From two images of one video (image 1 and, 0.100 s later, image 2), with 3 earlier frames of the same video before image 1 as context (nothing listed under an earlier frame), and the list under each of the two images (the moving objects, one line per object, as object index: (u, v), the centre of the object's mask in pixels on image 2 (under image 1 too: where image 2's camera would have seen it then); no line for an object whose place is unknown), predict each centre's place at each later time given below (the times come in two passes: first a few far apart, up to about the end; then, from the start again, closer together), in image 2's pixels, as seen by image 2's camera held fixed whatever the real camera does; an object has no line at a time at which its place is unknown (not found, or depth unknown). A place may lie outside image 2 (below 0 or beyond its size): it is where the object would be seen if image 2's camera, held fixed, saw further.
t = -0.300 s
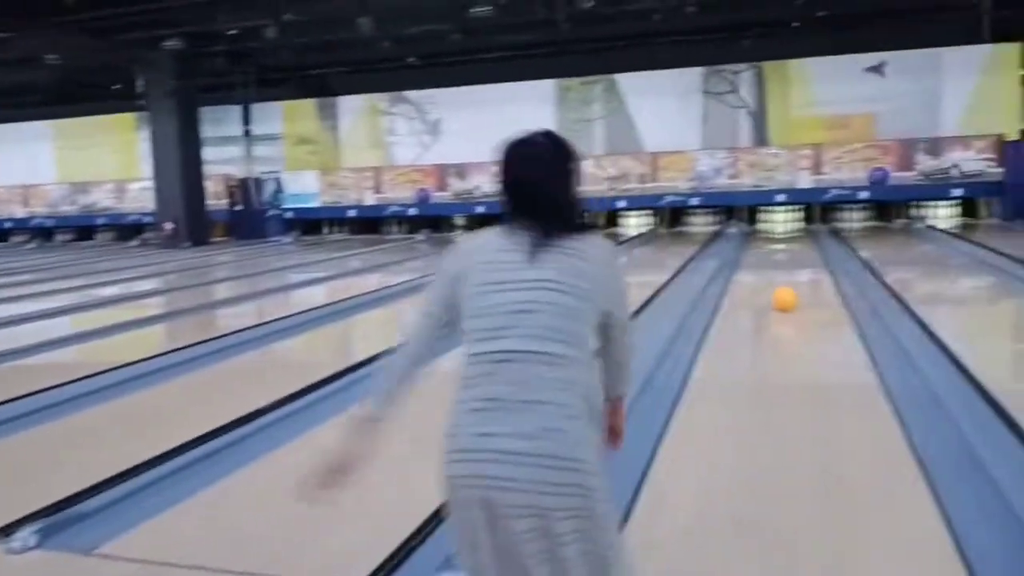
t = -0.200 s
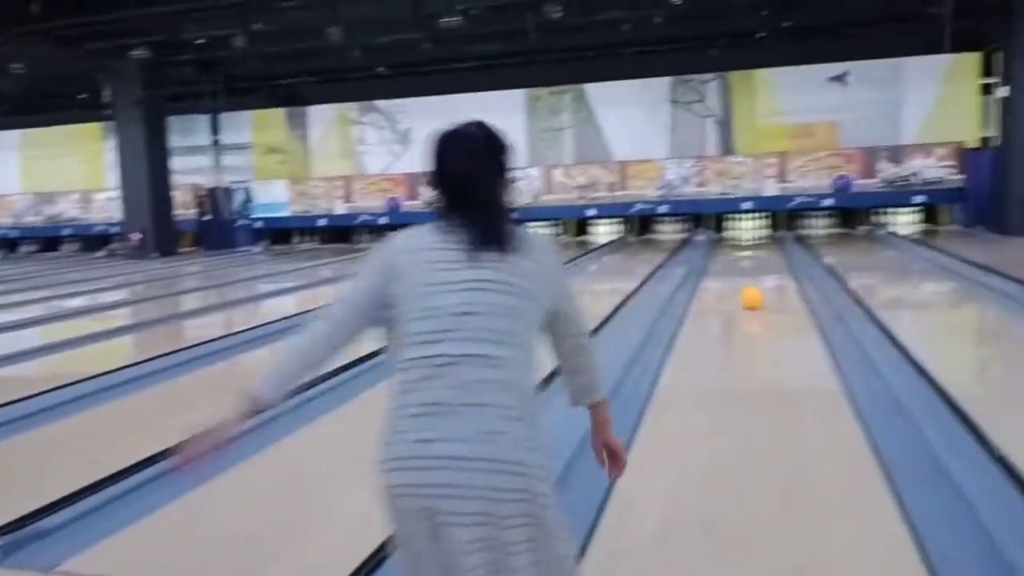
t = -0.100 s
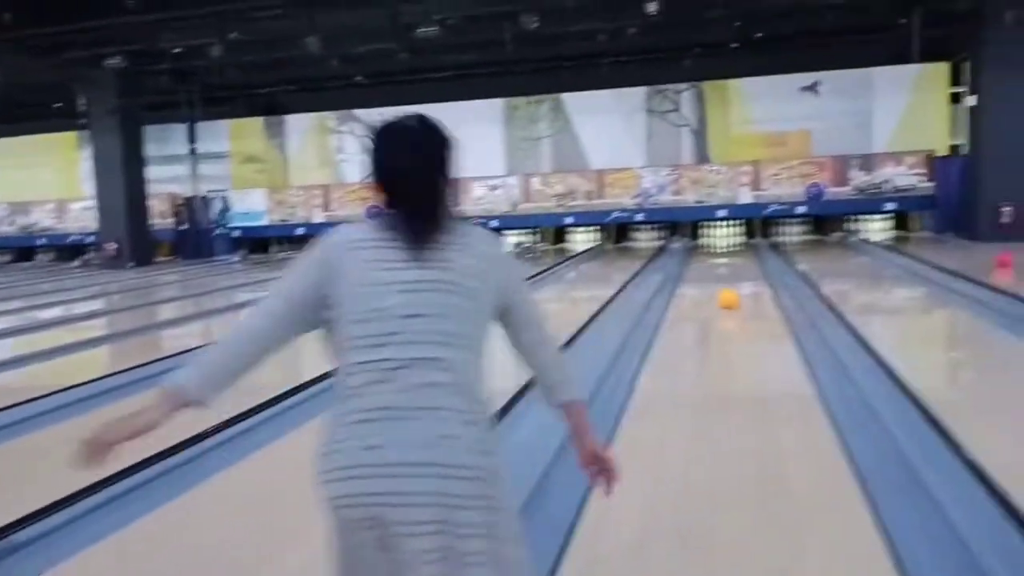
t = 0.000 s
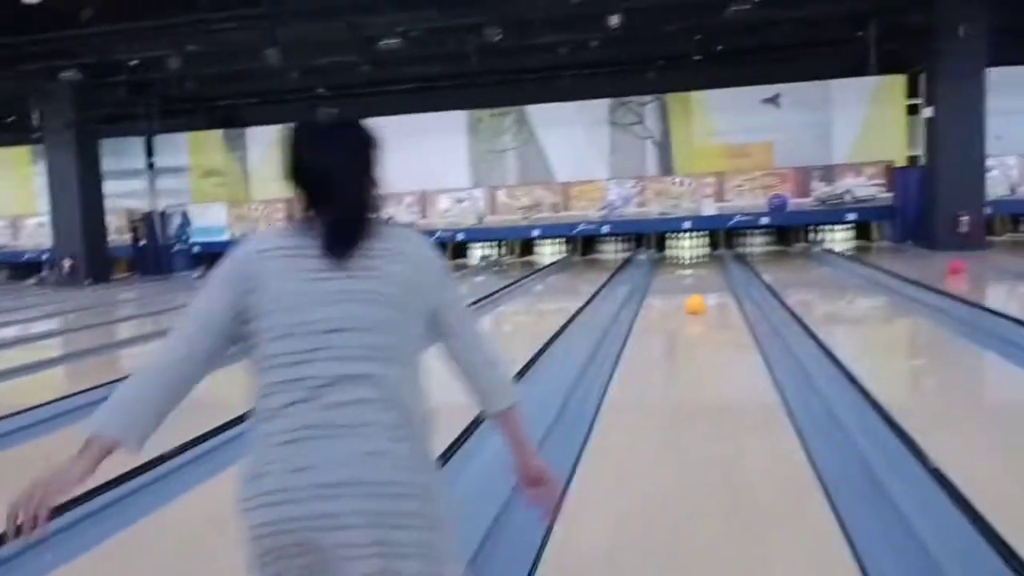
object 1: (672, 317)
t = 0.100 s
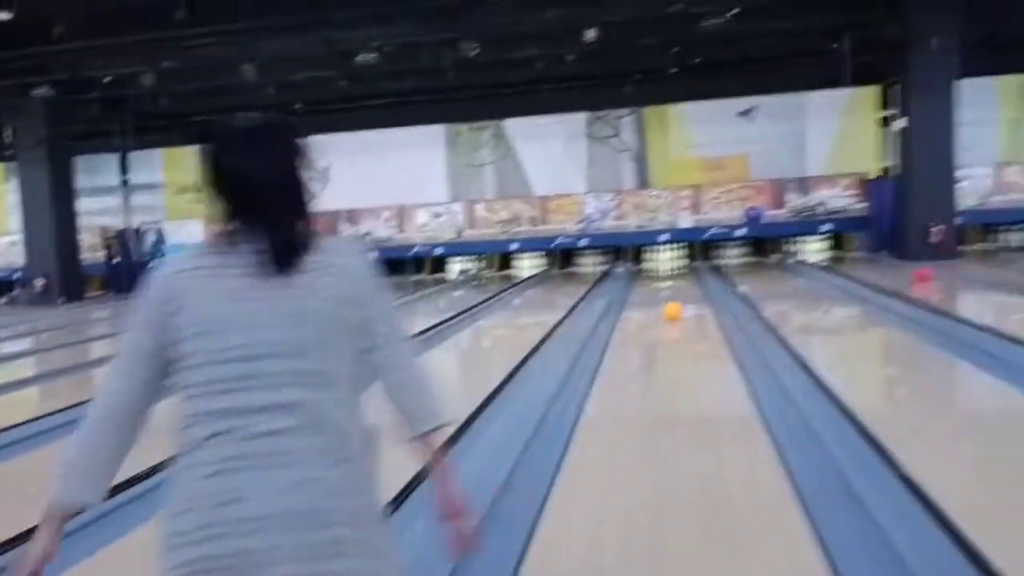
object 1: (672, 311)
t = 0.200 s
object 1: (673, 307)
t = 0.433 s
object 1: (672, 299)
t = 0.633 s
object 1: (674, 291)
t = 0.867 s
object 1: (675, 285)
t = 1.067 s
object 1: (676, 281)
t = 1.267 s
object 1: (676, 276)
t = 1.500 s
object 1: (676, 274)
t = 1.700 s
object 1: (677, 269)
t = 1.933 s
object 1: (675, 267)
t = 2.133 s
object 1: (676, 266)
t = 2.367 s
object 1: (676, 264)
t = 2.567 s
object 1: (675, 263)
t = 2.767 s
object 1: (675, 263)
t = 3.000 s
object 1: (673, 262)
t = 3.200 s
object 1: (679, 259)
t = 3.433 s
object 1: (687, 256)
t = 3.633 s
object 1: (693, 256)
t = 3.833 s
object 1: (694, 257)
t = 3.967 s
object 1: (693, 256)
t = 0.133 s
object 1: (673, 310)
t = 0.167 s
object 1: (672, 309)
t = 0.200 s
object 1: (673, 307)
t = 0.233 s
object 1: (674, 306)
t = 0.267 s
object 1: (673, 304)
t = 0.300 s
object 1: (673, 303)
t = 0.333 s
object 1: (673, 302)
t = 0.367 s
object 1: (672, 301)
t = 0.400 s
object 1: (672, 300)
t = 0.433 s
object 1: (672, 299)
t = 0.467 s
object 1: (672, 298)
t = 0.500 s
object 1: (673, 295)
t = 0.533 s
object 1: (673, 295)
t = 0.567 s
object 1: (673, 294)
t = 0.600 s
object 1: (673, 293)
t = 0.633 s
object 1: (674, 291)
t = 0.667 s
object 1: (674, 291)
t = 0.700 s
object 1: (675, 290)
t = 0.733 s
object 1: (675, 289)
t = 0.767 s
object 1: (675, 288)
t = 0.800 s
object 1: (674, 287)
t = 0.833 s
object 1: (675, 286)
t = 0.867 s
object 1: (675, 285)
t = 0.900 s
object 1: (675, 285)
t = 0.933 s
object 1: (676, 283)
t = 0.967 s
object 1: (675, 283)
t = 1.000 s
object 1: (675, 282)
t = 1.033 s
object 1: (676, 281)
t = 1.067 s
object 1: (676, 281)
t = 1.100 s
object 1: (675, 281)
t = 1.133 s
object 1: (676, 280)
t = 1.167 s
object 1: (676, 280)
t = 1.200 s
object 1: (676, 278)
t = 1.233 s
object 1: (676, 278)
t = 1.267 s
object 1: (676, 276)
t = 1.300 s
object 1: (676, 276)
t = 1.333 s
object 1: (676, 274)
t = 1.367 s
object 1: (676, 274)
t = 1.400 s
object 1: (675, 273)
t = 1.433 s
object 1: (676, 273)
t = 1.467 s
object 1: (676, 273)
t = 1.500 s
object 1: (676, 274)
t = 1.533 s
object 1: (676, 273)
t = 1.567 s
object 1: (676, 271)
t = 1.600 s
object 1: (676, 270)
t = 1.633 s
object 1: (676, 270)
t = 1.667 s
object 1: (676, 269)
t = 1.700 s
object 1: (677, 269)
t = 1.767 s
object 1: (676, 269)
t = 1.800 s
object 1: (676, 269)
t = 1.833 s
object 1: (677, 269)
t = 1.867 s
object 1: (676, 268)
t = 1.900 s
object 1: (676, 267)
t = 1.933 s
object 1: (675, 267)
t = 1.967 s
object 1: (675, 267)
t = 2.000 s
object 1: (676, 266)
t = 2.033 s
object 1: (676, 266)
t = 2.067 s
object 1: (676, 265)
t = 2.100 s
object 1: (676, 266)
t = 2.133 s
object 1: (676, 266)
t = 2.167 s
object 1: (676, 265)
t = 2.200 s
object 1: (676, 266)
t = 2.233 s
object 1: (675, 265)
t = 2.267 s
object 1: (675, 265)
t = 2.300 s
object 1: (676, 265)
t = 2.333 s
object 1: (676, 264)
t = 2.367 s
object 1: (676, 264)
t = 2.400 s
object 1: (675, 263)
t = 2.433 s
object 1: (675, 263)
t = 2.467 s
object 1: (675, 262)
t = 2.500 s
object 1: (676, 262)
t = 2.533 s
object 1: (676, 263)
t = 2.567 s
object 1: (675, 263)
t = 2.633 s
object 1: (674, 262)
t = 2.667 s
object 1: (674, 263)
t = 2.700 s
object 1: (675, 263)
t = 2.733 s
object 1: (675, 263)
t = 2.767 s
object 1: (675, 263)
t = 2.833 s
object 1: (675, 263)
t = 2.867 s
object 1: (673, 263)
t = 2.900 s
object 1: (673, 262)
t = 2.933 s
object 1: (673, 262)
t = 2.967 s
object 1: (674, 262)
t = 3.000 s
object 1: (673, 262)
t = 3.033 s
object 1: (674, 261)
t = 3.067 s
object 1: (675, 261)
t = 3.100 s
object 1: (676, 261)
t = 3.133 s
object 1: (677, 261)
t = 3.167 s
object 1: (677, 260)
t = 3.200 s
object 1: (679, 259)
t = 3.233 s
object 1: (681, 260)
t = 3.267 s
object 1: (682, 258)
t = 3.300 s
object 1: (683, 257)
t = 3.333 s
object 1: (684, 257)
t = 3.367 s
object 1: (686, 257)
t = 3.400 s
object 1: (686, 256)
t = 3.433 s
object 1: (687, 256)
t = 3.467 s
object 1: (690, 255)
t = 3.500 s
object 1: (691, 255)
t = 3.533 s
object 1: (693, 255)
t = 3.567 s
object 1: (693, 256)
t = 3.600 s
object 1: (693, 256)
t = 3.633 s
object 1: (693, 256)
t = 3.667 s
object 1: (693, 256)
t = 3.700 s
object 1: (693, 256)
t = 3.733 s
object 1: (693, 256)
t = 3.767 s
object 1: (693, 256)
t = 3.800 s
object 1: (693, 257)
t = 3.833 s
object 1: (694, 257)
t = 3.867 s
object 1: (693, 257)
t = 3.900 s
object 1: (693, 257)
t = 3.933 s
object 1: (693, 257)
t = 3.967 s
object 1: (693, 256)
